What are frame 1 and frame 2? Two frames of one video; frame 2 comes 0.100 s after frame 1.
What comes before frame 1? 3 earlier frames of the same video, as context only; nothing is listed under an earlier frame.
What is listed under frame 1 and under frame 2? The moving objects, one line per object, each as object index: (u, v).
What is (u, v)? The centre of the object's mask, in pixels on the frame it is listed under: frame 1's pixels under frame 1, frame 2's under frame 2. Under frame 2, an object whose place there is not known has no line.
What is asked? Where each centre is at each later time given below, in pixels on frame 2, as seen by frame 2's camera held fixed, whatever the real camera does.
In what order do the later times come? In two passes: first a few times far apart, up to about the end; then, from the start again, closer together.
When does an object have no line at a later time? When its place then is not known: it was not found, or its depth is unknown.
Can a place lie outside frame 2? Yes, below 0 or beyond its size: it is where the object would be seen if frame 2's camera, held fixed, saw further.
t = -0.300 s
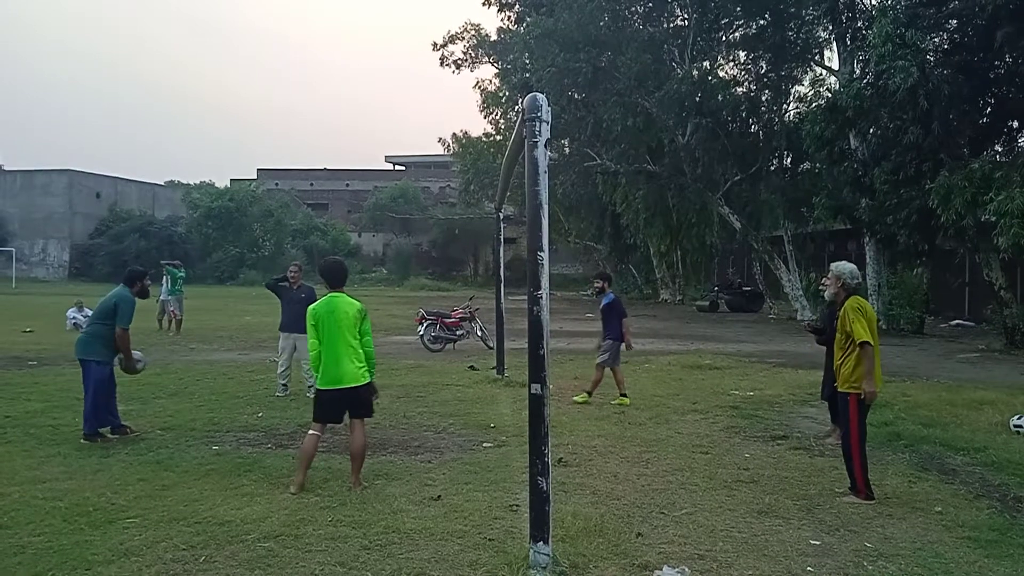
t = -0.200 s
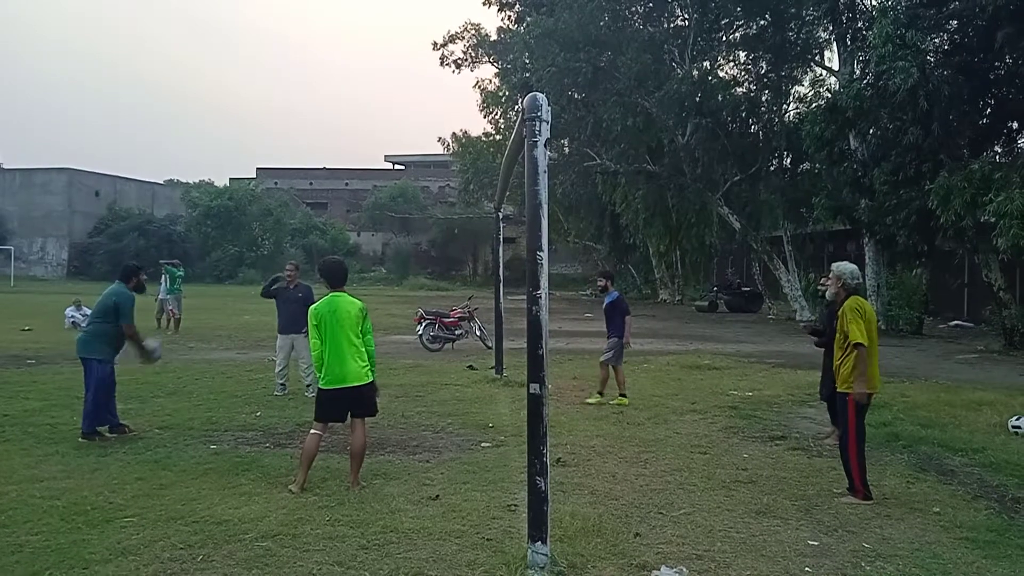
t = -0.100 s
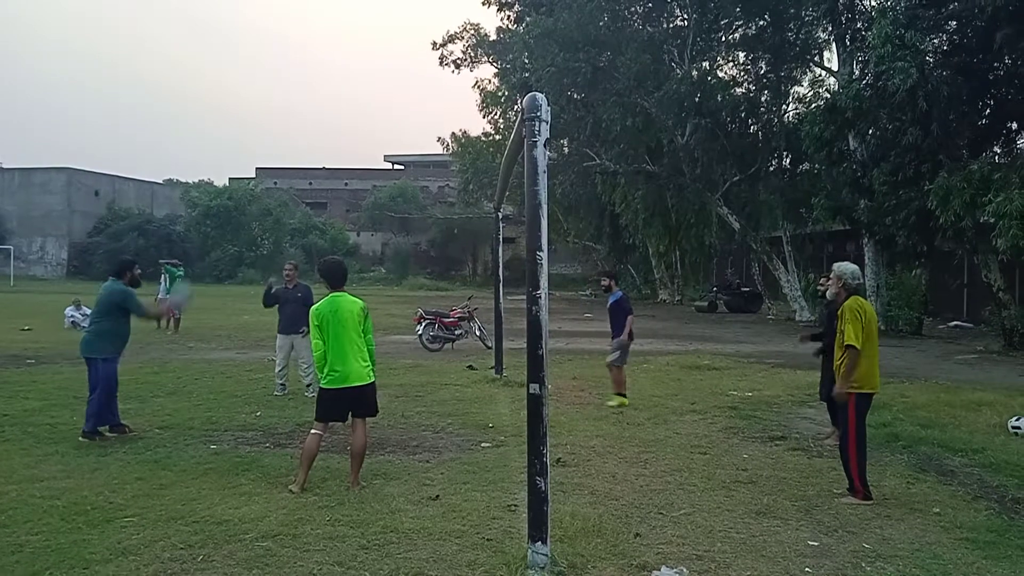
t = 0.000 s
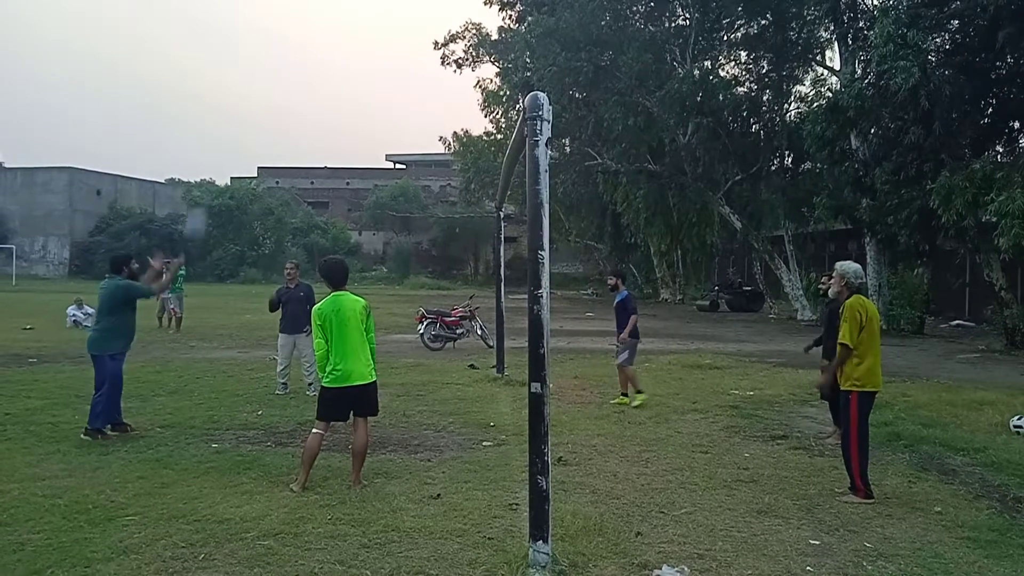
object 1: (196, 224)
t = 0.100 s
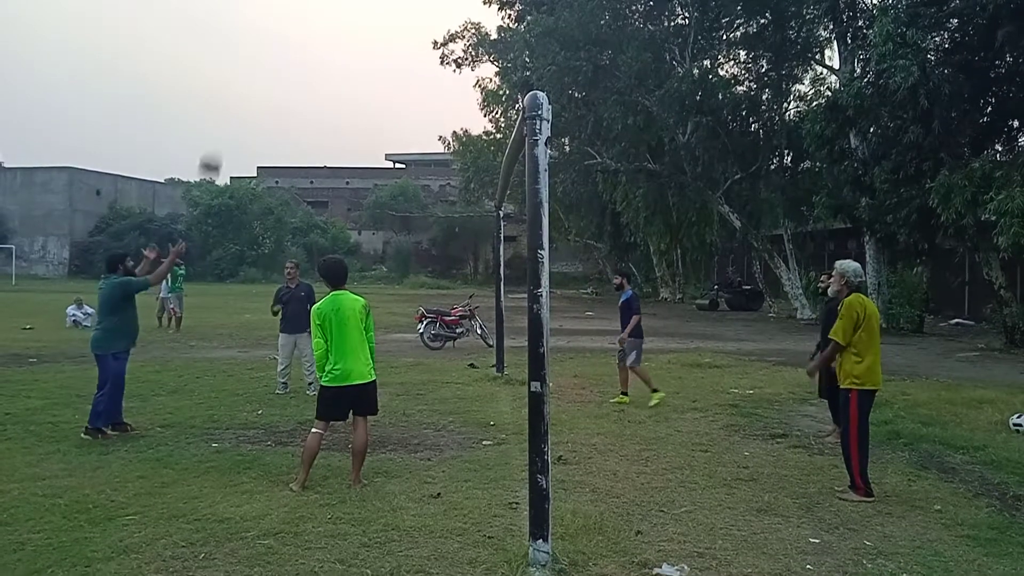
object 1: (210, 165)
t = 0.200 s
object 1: (223, 116)
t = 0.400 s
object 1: (247, 49)
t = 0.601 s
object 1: (270, 22)
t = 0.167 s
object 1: (219, 131)
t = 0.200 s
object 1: (223, 116)
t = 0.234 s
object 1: (227, 102)
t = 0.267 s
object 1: (231, 89)
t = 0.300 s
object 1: (235, 78)
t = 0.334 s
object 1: (239, 67)
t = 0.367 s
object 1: (243, 58)
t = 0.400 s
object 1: (247, 49)
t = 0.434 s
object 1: (251, 42)
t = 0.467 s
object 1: (254, 36)
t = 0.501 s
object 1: (258, 31)
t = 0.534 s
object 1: (263, 27)
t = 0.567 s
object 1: (266, 24)
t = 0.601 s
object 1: (270, 22)
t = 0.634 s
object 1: (273, 21)
